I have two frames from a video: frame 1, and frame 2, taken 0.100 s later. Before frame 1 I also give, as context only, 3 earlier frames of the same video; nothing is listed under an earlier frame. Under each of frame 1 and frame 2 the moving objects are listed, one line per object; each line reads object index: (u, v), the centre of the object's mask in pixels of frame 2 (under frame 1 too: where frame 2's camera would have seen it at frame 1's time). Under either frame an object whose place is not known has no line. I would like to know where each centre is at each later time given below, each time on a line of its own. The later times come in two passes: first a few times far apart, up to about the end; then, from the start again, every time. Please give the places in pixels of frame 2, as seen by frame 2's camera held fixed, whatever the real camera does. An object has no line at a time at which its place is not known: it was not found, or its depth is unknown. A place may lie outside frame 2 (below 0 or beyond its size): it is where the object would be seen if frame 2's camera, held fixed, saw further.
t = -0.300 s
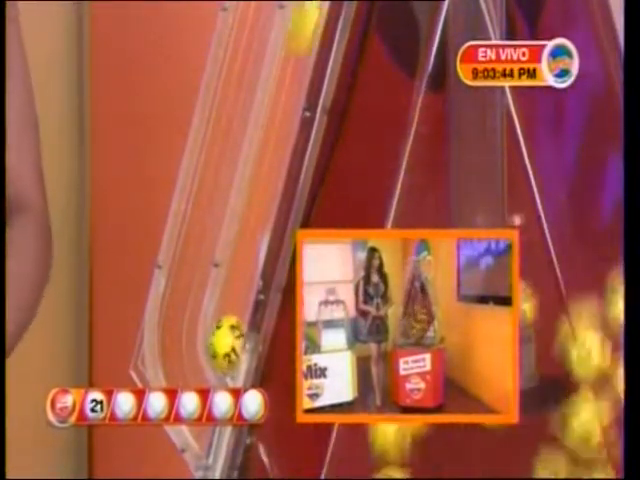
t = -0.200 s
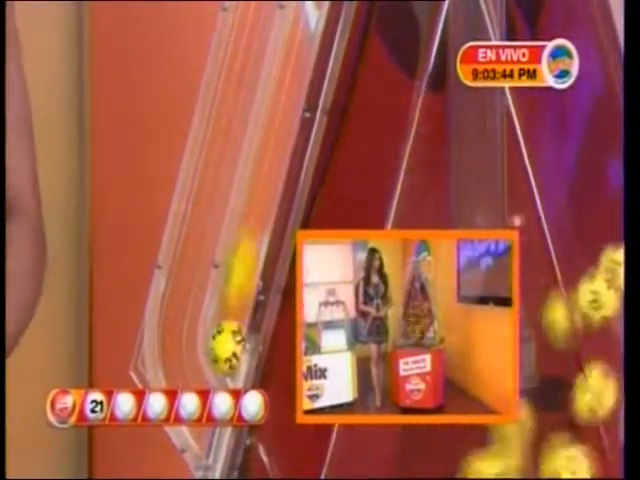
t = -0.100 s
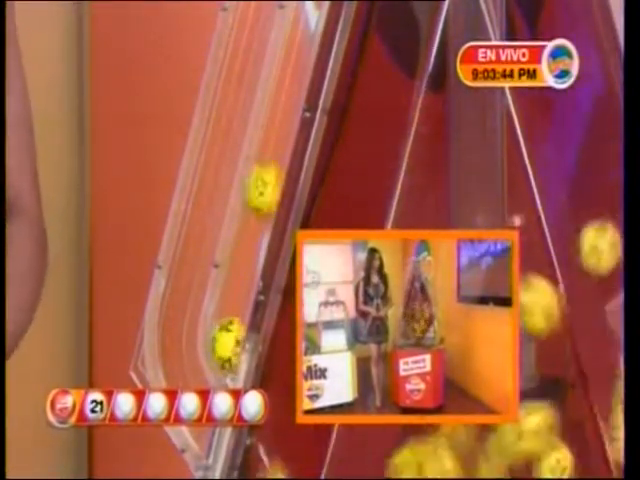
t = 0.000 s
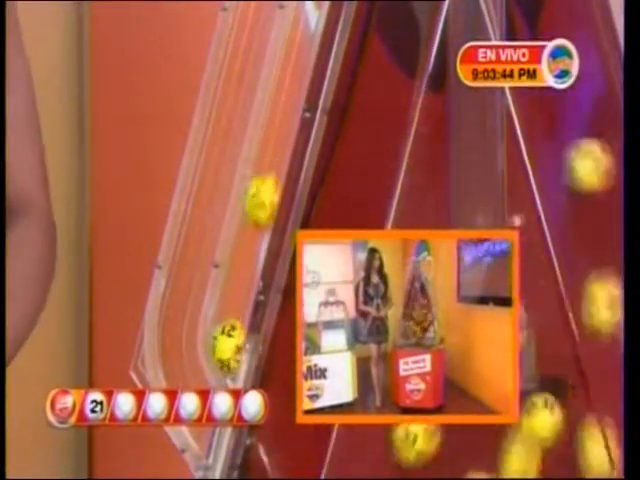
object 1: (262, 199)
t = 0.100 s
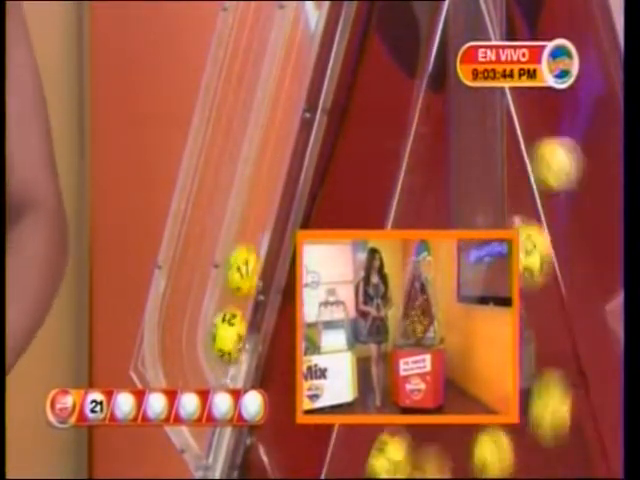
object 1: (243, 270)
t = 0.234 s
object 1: (239, 288)
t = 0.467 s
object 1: (238, 291)
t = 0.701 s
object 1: (238, 292)
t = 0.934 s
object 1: (238, 292)
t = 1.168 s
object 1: (239, 292)
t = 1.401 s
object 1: (238, 292)
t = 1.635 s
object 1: (238, 292)
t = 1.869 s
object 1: (238, 292)
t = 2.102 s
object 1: (238, 292)
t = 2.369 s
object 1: (238, 292)
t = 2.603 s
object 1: (238, 292)
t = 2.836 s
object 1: (238, 292)
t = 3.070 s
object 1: (238, 292)
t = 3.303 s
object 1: (238, 292)
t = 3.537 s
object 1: (238, 292)
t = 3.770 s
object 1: (238, 292)
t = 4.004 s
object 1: (238, 292)
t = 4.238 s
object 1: (238, 292)
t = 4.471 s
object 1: (237, 292)
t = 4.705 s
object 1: (237, 292)
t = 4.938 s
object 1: (237, 292)
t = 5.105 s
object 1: (239, 283)
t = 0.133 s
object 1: (243, 268)
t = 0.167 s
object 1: (244, 268)
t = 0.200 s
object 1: (241, 282)
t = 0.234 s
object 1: (239, 288)
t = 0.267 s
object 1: (238, 286)
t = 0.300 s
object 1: (237, 289)
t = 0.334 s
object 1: (238, 291)
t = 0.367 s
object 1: (238, 291)
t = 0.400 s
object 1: (238, 291)
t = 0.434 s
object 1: (238, 291)
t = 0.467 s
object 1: (238, 291)
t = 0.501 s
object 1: (238, 291)
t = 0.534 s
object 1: (238, 292)
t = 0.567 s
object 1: (238, 291)
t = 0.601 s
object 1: (238, 291)
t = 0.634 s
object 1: (238, 292)
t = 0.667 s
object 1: (238, 291)
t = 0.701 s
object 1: (238, 292)
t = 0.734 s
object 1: (238, 292)
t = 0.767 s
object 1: (238, 292)
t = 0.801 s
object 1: (238, 291)
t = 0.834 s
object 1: (238, 291)
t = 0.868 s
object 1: (238, 292)
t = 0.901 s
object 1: (238, 292)
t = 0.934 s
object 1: (238, 292)
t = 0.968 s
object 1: (239, 292)
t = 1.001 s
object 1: (238, 292)
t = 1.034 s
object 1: (239, 292)
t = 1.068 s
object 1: (238, 292)
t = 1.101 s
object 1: (239, 292)
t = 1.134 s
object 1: (239, 292)
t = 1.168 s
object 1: (239, 292)
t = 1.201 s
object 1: (238, 292)
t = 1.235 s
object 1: (238, 292)
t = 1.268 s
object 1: (238, 292)
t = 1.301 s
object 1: (238, 292)
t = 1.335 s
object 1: (238, 292)
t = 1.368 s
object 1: (238, 292)
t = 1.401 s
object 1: (238, 292)
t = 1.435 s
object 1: (238, 292)
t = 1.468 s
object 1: (238, 292)
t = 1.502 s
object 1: (238, 292)
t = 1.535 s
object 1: (238, 292)
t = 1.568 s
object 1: (238, 292)
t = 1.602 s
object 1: (238, 292)
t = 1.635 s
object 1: (238, 292)
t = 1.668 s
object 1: (238, 292)
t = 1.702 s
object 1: (238, 292)
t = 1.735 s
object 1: (238, 292)
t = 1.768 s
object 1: (238, 291)
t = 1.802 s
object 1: (238, 291)
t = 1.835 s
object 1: (238, 291)
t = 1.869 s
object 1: (238, 292)
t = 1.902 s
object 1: (238, 291)
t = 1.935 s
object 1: (238, 291)
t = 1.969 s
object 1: (238, 292)
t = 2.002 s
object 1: (238, 292)
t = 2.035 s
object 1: (238, 292)
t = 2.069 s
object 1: (238, 292)
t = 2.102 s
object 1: (238, 292)
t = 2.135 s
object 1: (238, 292)
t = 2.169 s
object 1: (238, 292)
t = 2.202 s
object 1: (238, 291)
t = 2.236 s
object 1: (238, 292)
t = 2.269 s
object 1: (238, 292)
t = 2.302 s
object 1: (238, 292)
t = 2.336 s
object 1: (238, 292)
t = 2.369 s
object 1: (238, 292)
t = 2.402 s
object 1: (238, 292)
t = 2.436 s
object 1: (238, 291)
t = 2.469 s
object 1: (238, 291)
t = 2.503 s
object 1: (238, 292)
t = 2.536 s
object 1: (238, 292)
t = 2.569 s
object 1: (238, 292)
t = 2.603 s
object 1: (238, 292)
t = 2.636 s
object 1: (238, 292)
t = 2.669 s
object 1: (238, 292)
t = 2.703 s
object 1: (238, 292)
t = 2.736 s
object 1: (238, 292)
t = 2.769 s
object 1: (238, 292)
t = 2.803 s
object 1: (238, 292)
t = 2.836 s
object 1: (238, 292)
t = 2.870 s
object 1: (238, 292)
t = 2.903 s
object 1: (238, 292)
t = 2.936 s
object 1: (238, 292)
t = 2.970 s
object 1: (238, 292)
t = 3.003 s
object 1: (238, 292)
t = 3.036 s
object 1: (238, 292)
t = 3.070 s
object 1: (238, 292)
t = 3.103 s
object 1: (238, 292)
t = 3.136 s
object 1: (238, 292)
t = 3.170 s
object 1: (238, 292)
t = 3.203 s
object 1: (238, 292)
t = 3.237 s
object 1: (238, 292)
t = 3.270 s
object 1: (238, 292)
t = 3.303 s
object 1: (238, 292)
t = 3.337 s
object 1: (238, 291)
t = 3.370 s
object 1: (238, 291)
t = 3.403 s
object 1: (238, 291)
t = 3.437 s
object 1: (238, 291)
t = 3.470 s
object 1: (238, 291)
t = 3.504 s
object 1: (238, 292)
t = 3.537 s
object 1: (238, 292)
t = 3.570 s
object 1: (238, 292)
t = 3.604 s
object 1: (238, 292)
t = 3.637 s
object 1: (238, 292)
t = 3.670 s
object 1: (238, 292)
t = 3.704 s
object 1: (238, 292)
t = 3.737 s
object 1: (238, 292)
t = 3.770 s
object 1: (238, 292)
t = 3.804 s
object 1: (238, 292)
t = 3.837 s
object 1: (238, 292)
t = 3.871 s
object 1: (238, 292)
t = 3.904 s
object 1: (238, 292)
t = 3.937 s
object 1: (238, 292)
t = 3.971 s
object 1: (238, 292)
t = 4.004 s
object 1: (238, 292)
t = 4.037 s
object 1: (238, 292)
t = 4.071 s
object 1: (238, 292)
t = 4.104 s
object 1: (238, 292)
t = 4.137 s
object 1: (238, 292)
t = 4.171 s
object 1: (238, 292)
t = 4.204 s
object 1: (238, 292)
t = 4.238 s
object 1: (238, 292)
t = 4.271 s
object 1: (238, 292)
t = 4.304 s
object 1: (238, 292)
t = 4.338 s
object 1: (238, 292)
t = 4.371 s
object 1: (238, 292)
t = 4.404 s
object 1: (238, 292)
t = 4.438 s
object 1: (237, 292)
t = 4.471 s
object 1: (237, 292)
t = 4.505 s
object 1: (238, 292)
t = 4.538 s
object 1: (237, 292)
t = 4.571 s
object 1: (237, 292)
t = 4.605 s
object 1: (237, 292)
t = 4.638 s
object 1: (237, 292)
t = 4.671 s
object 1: (237, 292)
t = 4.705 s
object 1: (237, 292)
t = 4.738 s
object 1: (237, 292)
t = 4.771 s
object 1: (237, 292)
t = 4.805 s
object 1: (237, 292)
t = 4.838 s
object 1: (237, 292)
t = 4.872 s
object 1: (237, 292)
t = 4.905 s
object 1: (237, 292)
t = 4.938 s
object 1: (237, 292)
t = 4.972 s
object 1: (237, 292)
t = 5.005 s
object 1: (237, 292)
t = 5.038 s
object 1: (237, 292)
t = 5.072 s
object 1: (237, 292)
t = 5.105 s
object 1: (239, 283)
